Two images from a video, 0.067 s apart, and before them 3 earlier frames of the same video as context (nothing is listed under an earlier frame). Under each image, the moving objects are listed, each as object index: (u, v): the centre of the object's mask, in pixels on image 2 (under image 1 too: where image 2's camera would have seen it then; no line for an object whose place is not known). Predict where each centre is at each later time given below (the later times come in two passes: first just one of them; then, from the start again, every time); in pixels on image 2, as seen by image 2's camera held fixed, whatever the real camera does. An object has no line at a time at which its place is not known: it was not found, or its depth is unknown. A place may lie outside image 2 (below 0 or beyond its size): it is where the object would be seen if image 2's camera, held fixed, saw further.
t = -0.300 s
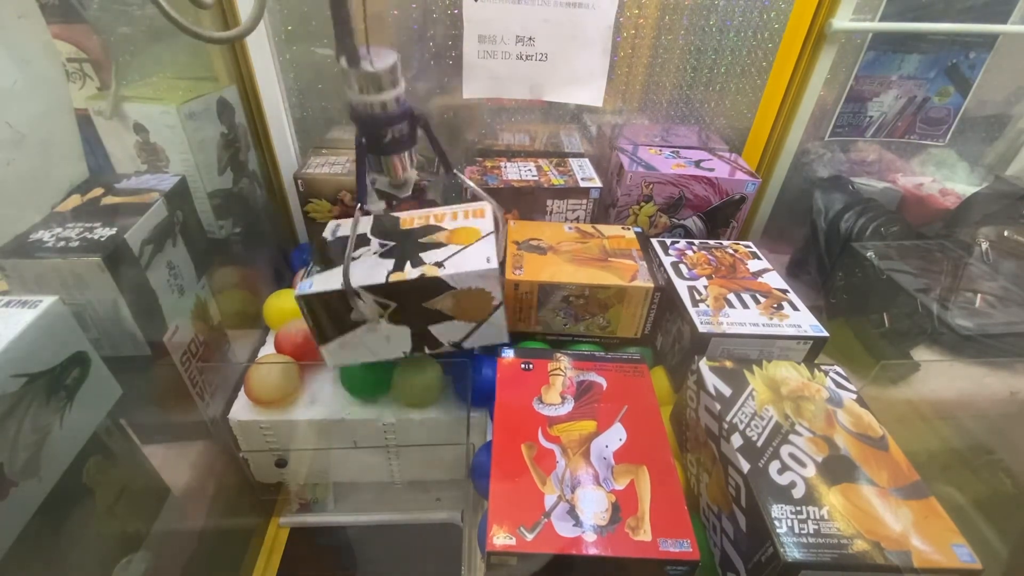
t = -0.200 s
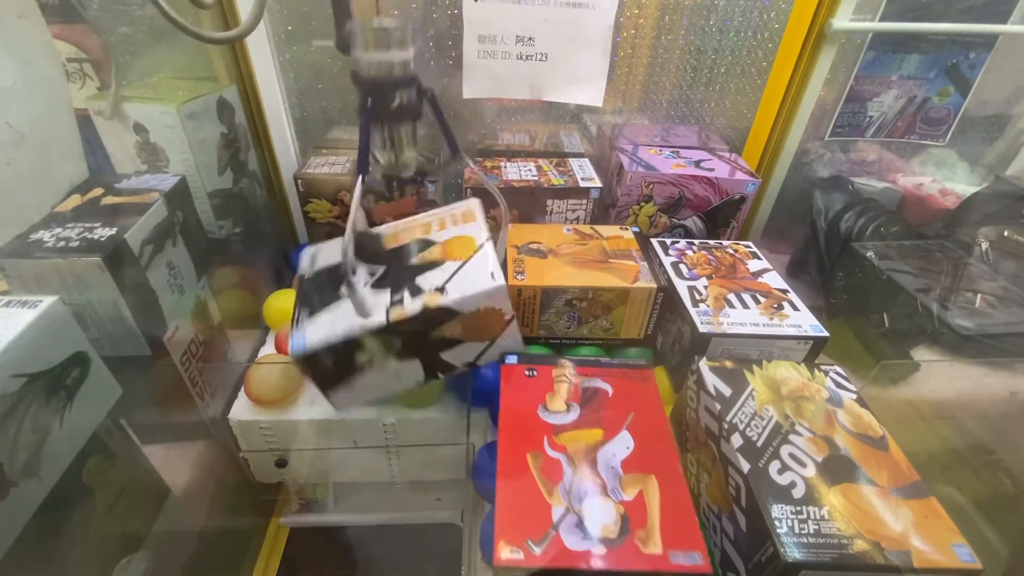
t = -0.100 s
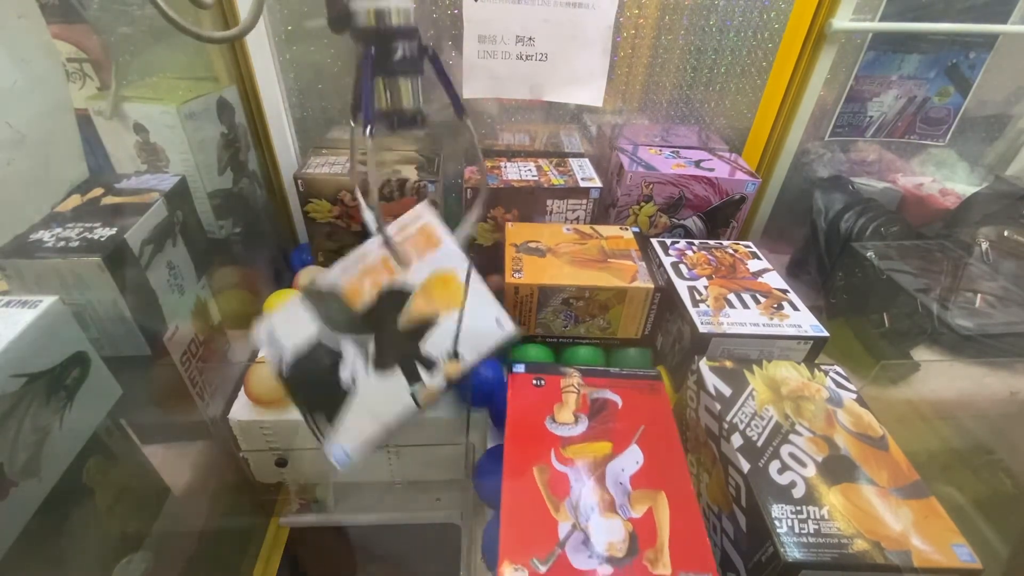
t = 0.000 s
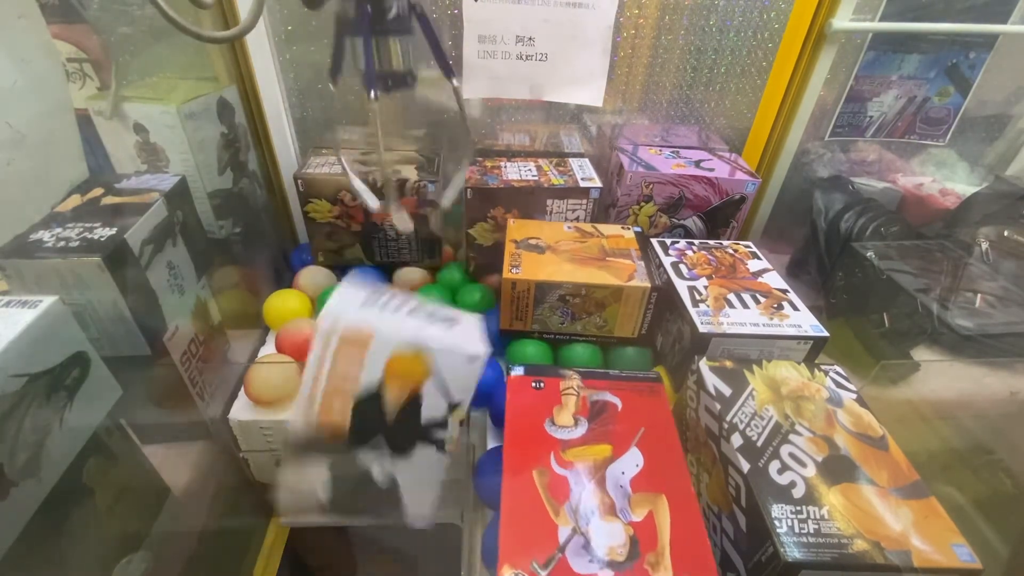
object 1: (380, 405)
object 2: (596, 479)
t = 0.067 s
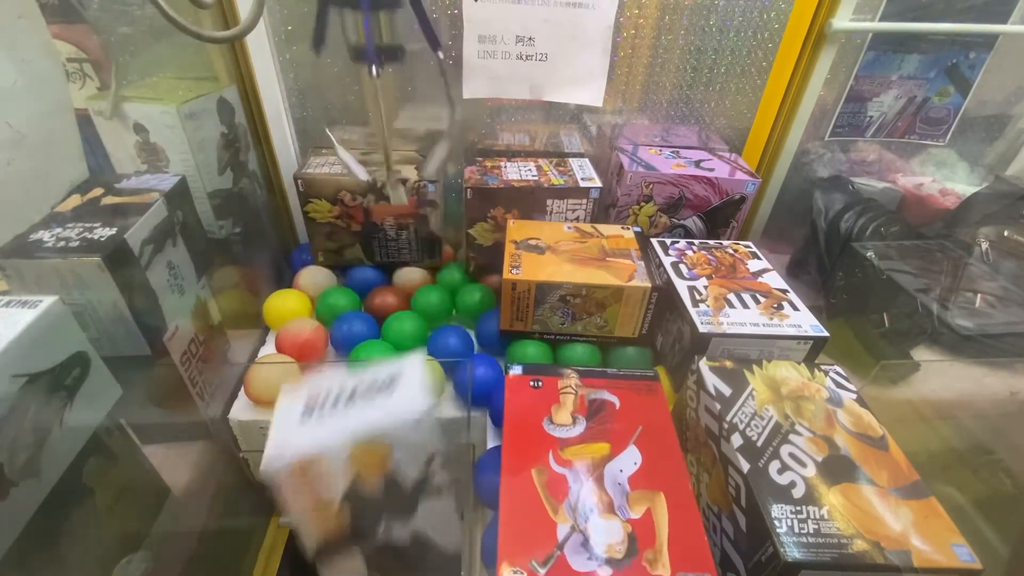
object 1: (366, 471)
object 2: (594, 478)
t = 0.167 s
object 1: (362, 542)
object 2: (592, 477)
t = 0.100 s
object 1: (356, 499)
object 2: (594, 478)
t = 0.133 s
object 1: (352, 522)
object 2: (593, 477)
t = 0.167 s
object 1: (362, 542)
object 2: (592, 477)
